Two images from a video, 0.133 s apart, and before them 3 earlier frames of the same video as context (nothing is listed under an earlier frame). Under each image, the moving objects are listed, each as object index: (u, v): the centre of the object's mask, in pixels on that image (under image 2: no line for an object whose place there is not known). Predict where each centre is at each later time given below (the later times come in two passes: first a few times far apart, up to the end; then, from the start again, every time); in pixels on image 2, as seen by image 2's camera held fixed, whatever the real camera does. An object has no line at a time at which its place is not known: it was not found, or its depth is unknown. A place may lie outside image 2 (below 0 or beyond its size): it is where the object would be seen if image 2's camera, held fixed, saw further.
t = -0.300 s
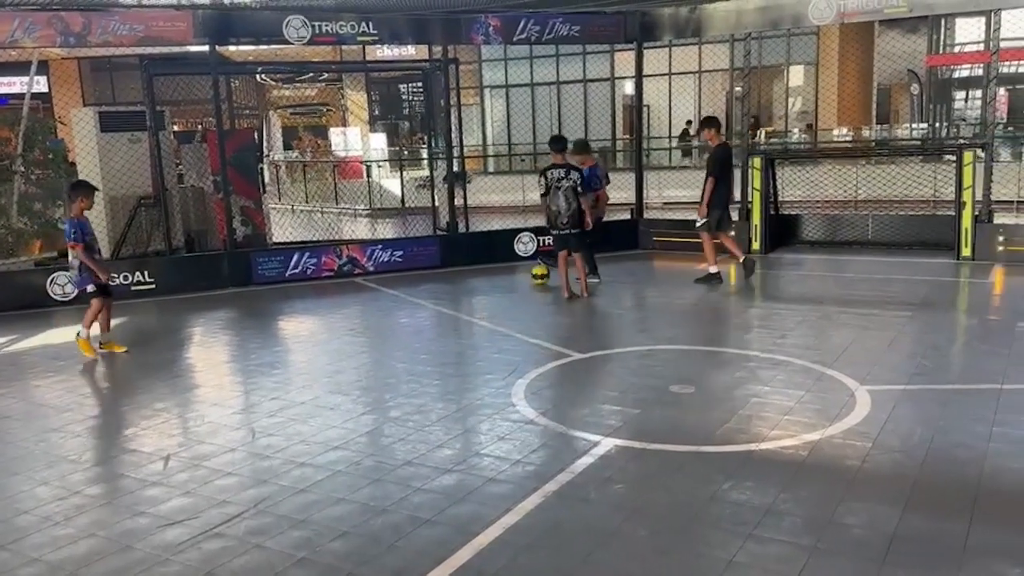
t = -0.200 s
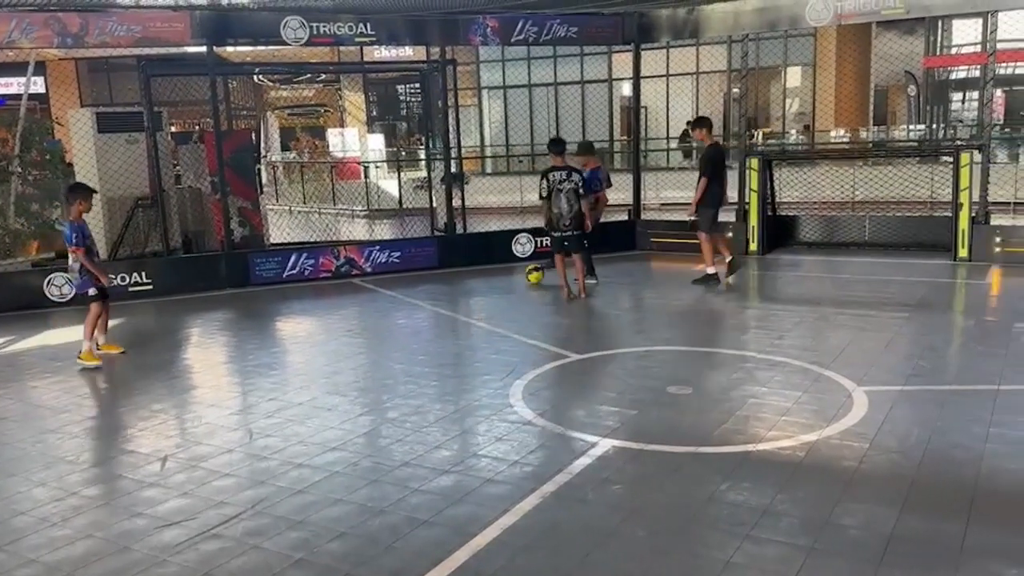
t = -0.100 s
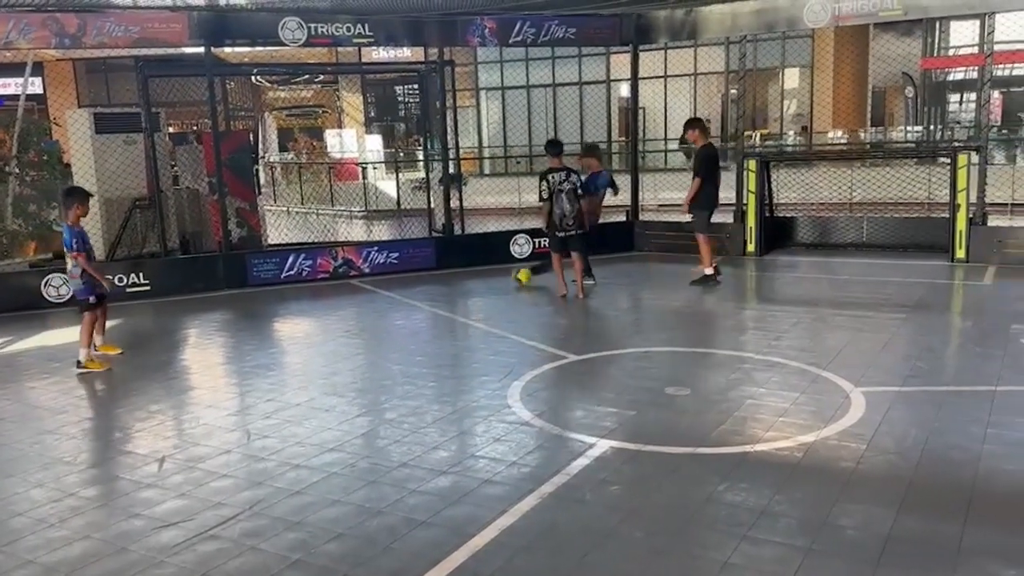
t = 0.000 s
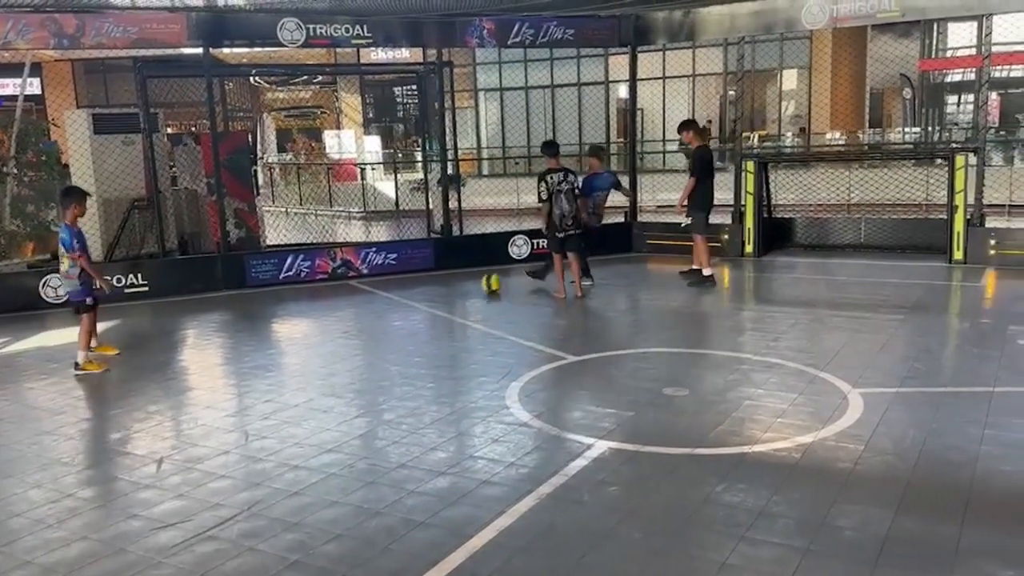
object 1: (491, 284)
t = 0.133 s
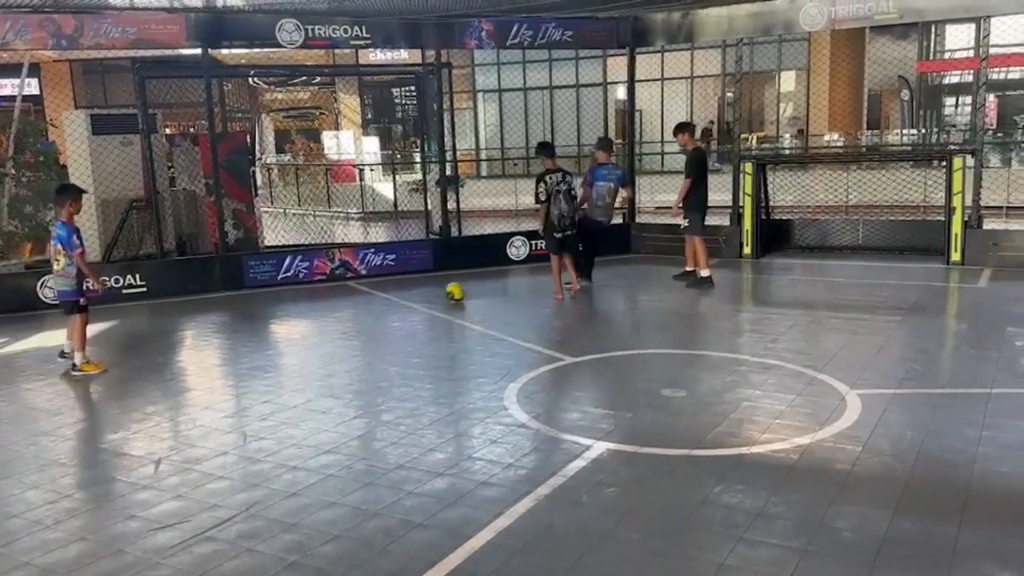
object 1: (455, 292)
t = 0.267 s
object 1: (422, 301)
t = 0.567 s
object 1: (350, 317)
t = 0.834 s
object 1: (275, 335)
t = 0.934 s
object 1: (244, 343)
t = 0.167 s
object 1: (445, 295)
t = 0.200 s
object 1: (439, 297)
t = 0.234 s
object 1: (429, 299)
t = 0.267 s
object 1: (422, 301)
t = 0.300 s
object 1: (414, 303)
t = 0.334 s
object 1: (407, 304)
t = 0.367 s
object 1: (400, 307)
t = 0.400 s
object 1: (392, 308)
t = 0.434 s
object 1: (384, 311)
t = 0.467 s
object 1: (376, 312)
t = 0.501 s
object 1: (367, 314)
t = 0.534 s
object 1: (359, 316)
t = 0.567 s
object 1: (350, 317)
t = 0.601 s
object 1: (341, 320)
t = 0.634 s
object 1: (332, 322)
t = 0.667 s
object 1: (323, 324)
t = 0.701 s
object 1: (314, 326)
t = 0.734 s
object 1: (306, 328)
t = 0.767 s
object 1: (295, 329)
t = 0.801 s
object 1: (285, 332)
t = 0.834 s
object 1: (275, 335)
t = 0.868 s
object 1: (266, 338)
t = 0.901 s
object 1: (255, 341)
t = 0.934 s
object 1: (244, 343)
